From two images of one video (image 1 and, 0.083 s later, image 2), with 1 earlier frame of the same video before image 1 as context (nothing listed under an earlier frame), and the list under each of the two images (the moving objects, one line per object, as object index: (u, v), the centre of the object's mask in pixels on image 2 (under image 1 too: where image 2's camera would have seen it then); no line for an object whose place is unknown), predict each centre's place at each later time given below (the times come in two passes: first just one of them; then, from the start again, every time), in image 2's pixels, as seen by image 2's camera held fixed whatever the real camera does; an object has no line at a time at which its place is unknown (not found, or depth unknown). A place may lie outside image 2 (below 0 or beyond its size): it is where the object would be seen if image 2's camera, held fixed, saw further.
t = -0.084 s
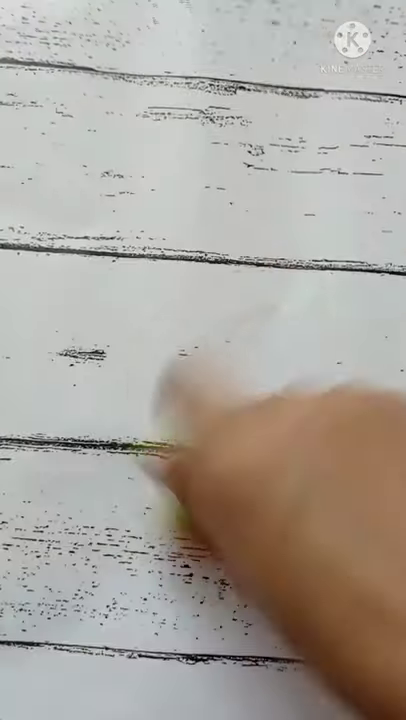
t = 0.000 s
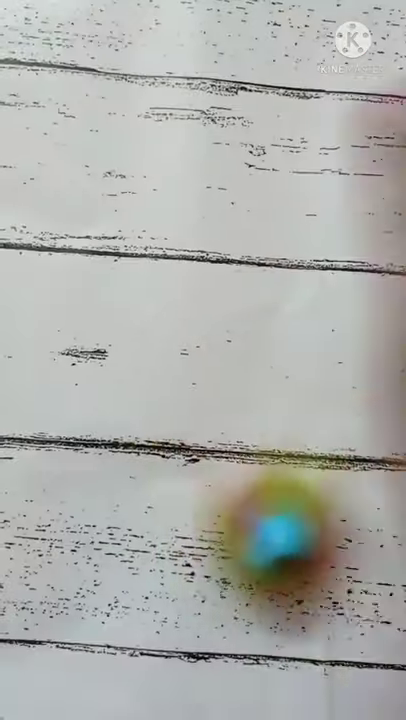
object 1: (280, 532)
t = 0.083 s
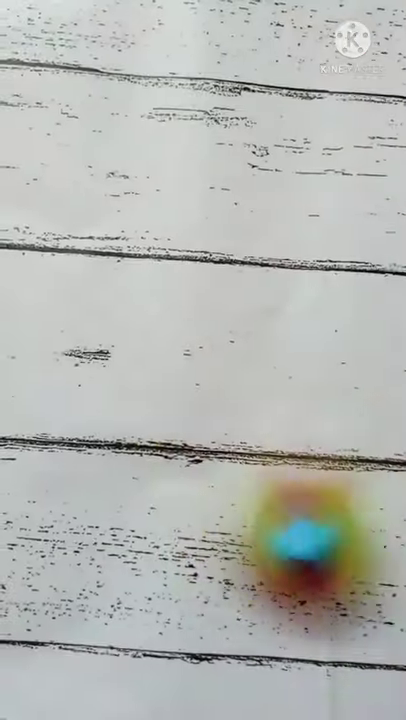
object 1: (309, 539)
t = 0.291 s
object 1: (337, 567)
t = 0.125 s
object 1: (322, 542)
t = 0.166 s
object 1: (333, 552)
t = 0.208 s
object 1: (332, 558)
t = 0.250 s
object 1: (336, 561)
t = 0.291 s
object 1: (337, 567)
